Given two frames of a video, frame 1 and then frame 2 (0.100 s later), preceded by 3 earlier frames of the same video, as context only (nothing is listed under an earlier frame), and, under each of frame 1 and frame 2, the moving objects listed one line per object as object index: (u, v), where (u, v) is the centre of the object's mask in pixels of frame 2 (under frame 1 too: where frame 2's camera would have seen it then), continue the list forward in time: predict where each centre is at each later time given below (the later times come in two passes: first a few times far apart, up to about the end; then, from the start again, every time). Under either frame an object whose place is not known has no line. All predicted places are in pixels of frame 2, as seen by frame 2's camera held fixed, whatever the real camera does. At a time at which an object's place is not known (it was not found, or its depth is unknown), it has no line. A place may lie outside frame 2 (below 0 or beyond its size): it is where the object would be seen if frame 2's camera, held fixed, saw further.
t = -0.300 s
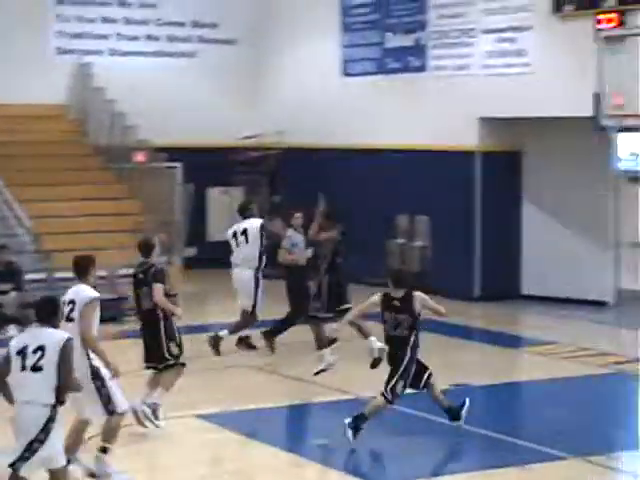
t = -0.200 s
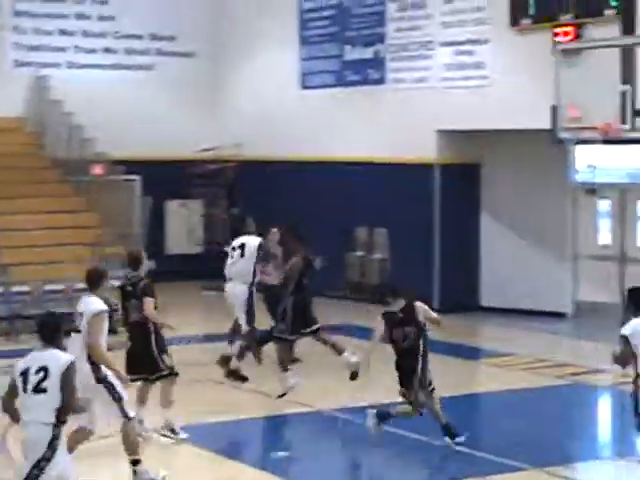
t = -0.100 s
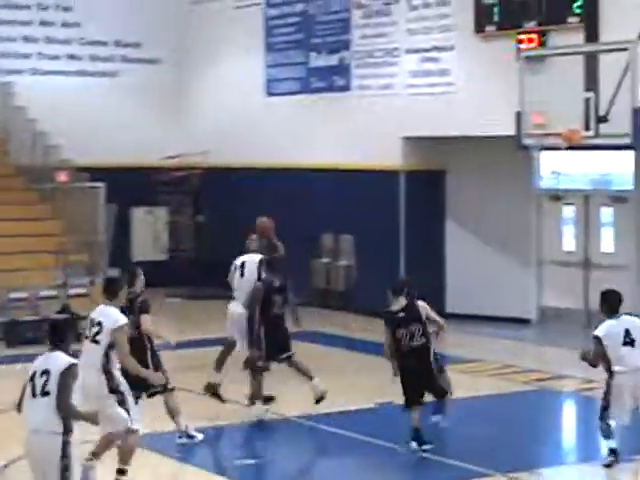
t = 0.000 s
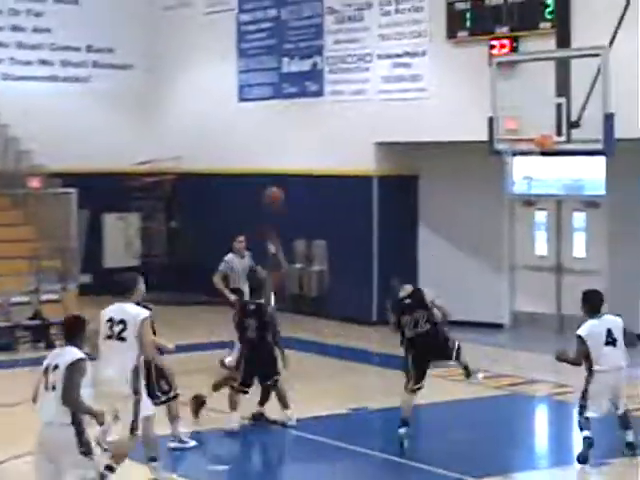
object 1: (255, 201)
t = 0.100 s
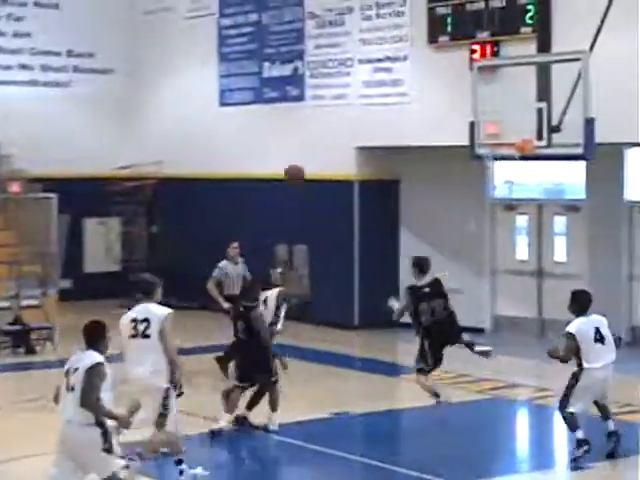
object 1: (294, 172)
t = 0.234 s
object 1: (346, 150)
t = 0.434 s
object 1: (425, 144)
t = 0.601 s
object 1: (487, 170)
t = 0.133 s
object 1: (307, 166)
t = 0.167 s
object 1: (320, 160)
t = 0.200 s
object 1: (333, 155)
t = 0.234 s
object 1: (346, 150)
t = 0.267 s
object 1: (359, 146)
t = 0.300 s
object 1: (372, 144)
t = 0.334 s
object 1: (386, 143)
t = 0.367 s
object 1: (399, 143)
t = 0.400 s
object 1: (412, 143)
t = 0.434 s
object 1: (425, 144)
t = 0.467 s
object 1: (439, 147)
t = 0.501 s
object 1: (451, 151)
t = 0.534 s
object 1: (465, 157)
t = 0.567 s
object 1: (476, 162)
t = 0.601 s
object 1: (487, 170)
